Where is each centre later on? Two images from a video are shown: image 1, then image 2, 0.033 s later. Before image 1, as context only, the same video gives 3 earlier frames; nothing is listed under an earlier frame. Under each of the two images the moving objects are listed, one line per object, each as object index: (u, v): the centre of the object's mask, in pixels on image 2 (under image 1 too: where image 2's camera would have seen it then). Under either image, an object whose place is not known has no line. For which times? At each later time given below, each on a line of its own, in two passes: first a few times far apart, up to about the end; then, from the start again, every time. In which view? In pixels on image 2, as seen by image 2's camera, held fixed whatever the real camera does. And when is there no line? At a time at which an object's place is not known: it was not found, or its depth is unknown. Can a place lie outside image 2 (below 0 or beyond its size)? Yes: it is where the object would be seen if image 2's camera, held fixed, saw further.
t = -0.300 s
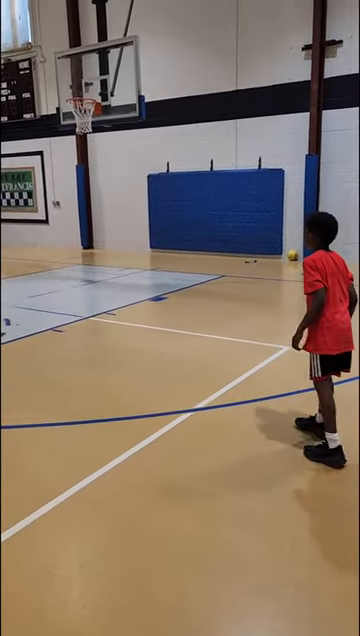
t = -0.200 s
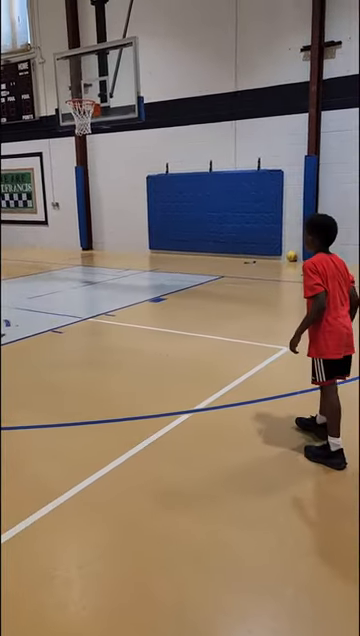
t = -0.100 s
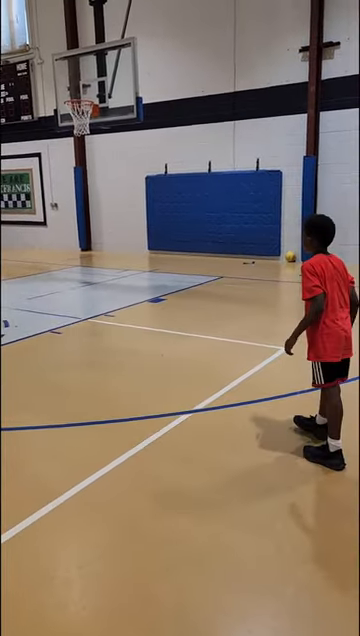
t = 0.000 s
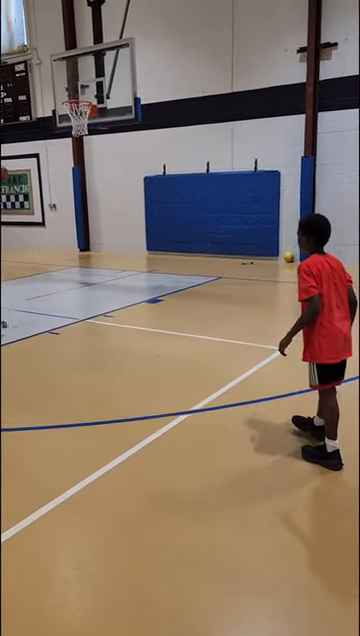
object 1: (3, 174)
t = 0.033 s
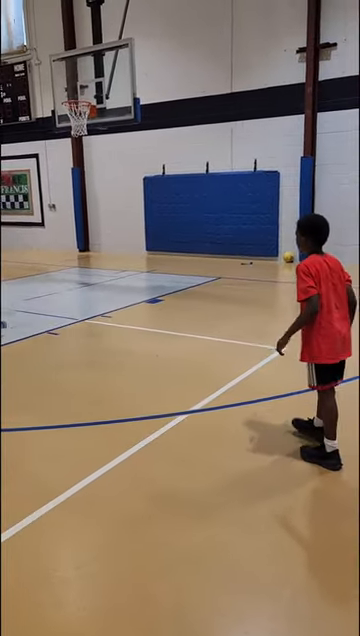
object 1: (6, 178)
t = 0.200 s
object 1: (37, 222)
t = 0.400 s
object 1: (91, 325)
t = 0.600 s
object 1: (115, 263)
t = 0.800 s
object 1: (147, 208)
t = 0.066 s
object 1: (10, 184)
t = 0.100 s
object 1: (16, 192)
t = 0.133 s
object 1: (23, 200)
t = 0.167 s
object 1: (30, 210)
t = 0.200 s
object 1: (37, 222)
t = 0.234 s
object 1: (44, 235)
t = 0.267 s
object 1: (52, 248)
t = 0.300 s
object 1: (60, 264)
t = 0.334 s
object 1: (70, 281)
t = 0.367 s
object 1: (79, 300)
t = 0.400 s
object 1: (91, 325)
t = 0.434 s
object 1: (96, 326)
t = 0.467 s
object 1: (99, 312)
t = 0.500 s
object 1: (102, 299)
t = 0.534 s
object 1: (106, 287)
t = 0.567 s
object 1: (110, 275)
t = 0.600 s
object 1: (115, 263)
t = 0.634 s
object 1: (119, 252)
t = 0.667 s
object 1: (124, 242)
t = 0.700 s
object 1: (129, 233)
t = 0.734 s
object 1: (135, 224)
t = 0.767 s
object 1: (141, 215)
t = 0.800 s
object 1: (147, 208)
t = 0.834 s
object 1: (154, 202)
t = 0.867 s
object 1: (162, 197)
